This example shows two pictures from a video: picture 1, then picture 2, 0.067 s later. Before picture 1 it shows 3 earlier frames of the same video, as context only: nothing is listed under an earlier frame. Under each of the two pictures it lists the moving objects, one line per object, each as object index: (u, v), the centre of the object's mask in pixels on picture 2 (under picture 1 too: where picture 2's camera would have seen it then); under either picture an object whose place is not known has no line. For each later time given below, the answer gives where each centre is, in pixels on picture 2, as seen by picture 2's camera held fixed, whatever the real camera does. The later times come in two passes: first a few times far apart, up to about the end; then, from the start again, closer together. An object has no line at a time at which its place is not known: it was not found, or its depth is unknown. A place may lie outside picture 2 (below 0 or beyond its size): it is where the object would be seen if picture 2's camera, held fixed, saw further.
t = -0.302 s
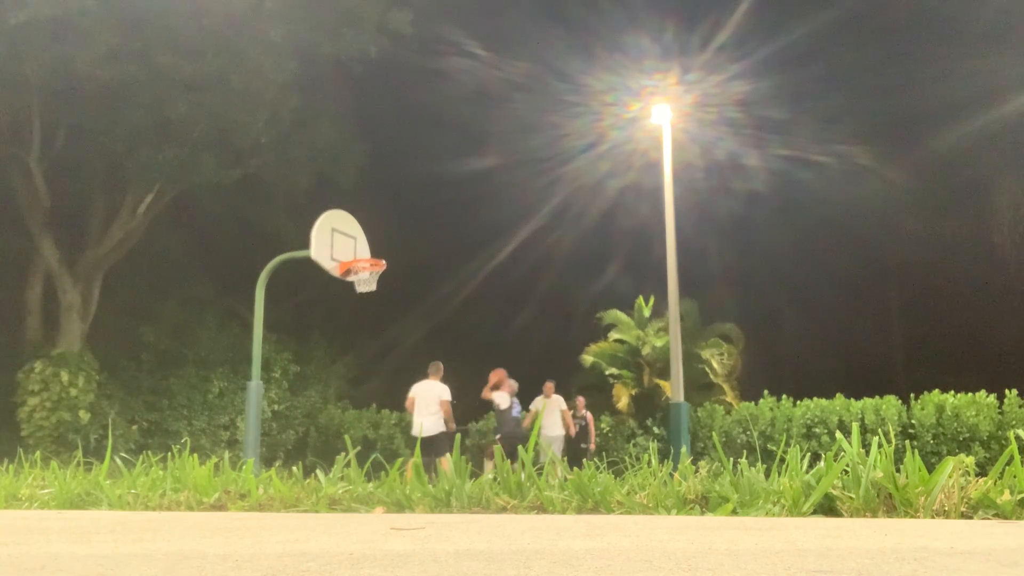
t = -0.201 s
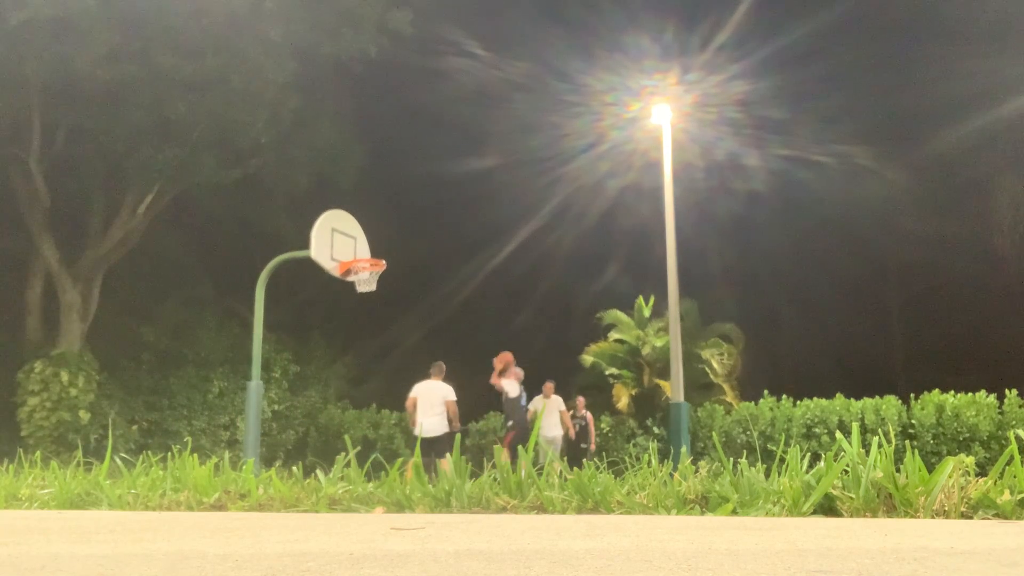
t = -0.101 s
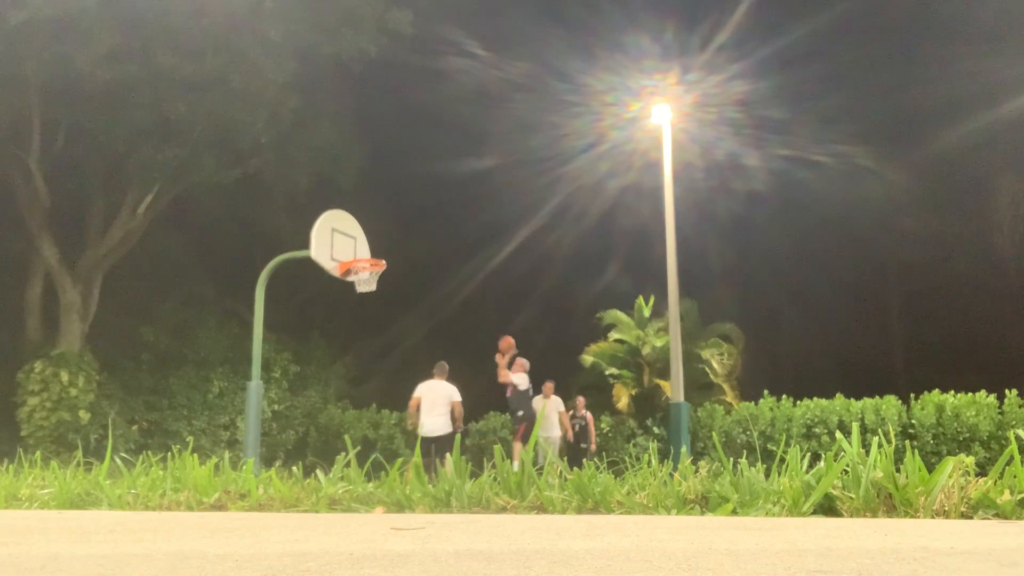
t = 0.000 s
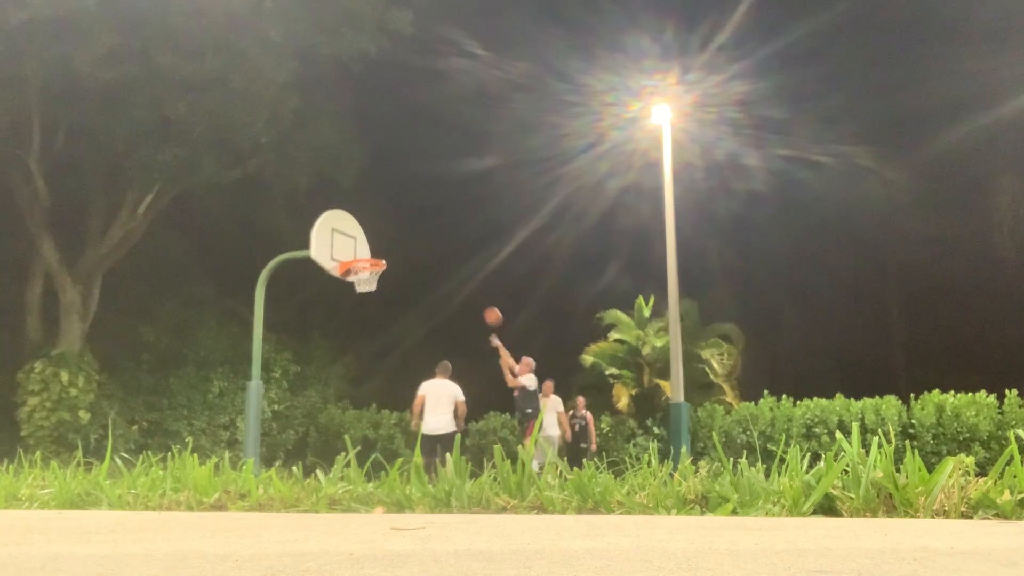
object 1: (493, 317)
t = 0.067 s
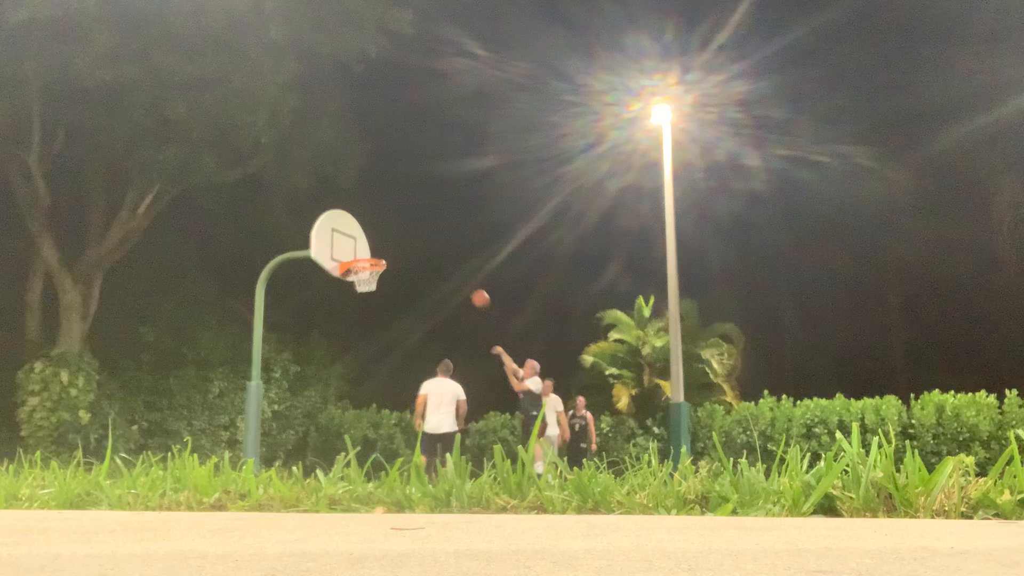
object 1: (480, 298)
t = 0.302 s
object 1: (434, 258)
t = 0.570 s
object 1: (380, 253)
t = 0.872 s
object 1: (394, 288)
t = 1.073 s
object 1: (424, 337)
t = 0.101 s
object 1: (473, 291)
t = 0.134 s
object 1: (467, 284)
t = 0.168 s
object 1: (461, 277)
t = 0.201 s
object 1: (454, 272)
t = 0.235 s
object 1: (447, 266)
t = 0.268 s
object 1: (440, 262)
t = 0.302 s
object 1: (434, 258)
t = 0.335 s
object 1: (427, 256)
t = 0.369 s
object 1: (421, 254)
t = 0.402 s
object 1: (414, 252)
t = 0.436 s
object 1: (407, 251)
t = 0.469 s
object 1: (400, 252)
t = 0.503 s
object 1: (393, 252)
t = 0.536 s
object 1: (386, 253)
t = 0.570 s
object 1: (380, 253)
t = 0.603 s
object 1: (374, 255)
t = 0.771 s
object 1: (383, 276)
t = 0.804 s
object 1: (385, 278)
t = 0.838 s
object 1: (389, 282)
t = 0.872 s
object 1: (394, 288)
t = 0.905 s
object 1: (399, 294)
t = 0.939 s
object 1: (404, 301)
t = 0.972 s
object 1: (409, 309)
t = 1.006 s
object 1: (414, 317)
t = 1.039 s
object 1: (419, 327)
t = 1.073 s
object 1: (424, 337)
